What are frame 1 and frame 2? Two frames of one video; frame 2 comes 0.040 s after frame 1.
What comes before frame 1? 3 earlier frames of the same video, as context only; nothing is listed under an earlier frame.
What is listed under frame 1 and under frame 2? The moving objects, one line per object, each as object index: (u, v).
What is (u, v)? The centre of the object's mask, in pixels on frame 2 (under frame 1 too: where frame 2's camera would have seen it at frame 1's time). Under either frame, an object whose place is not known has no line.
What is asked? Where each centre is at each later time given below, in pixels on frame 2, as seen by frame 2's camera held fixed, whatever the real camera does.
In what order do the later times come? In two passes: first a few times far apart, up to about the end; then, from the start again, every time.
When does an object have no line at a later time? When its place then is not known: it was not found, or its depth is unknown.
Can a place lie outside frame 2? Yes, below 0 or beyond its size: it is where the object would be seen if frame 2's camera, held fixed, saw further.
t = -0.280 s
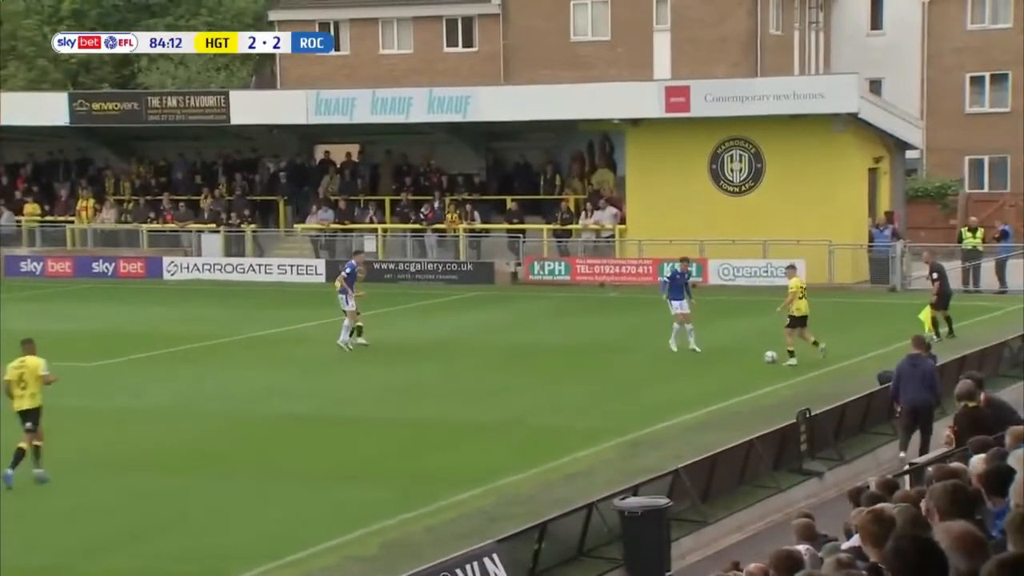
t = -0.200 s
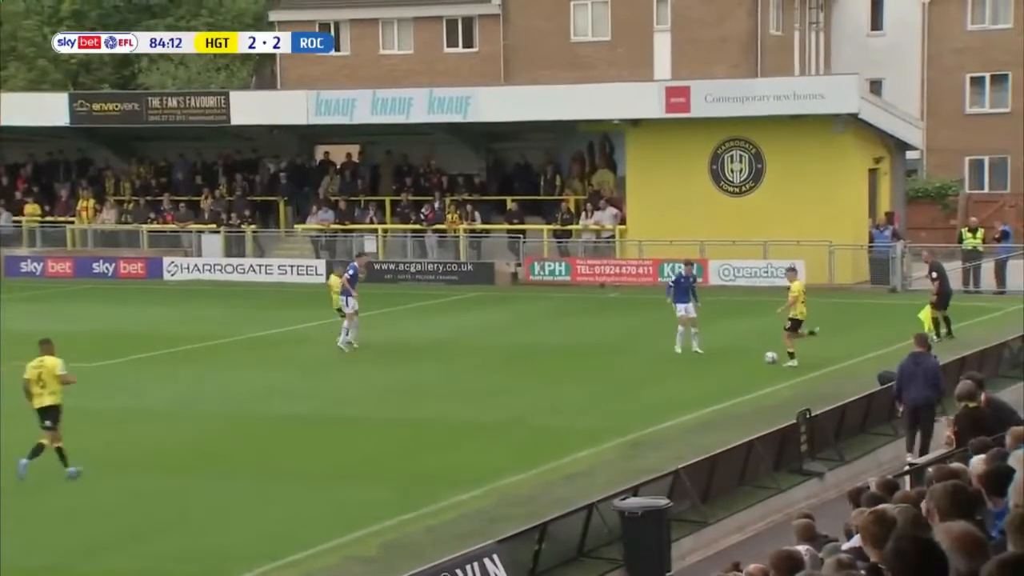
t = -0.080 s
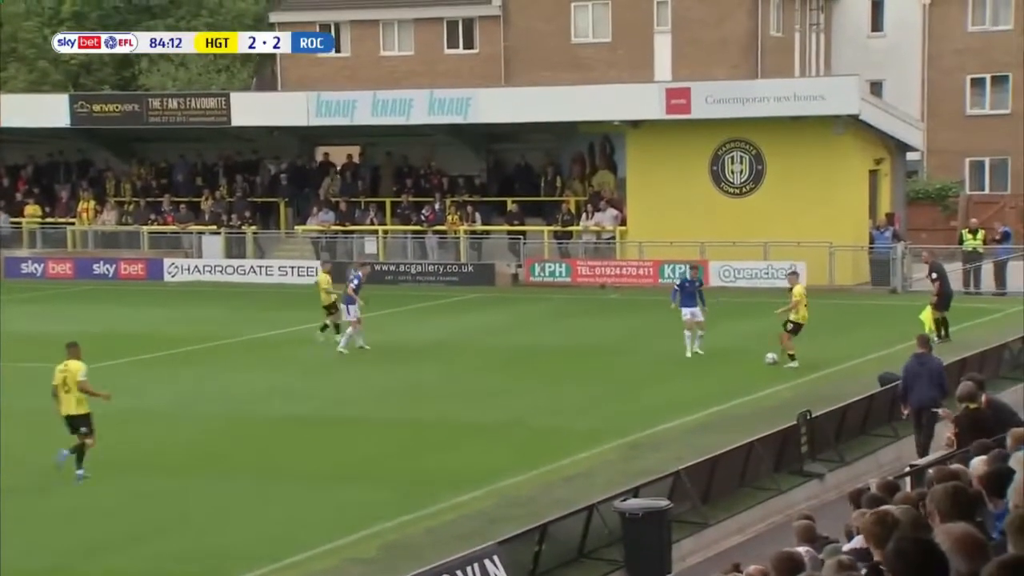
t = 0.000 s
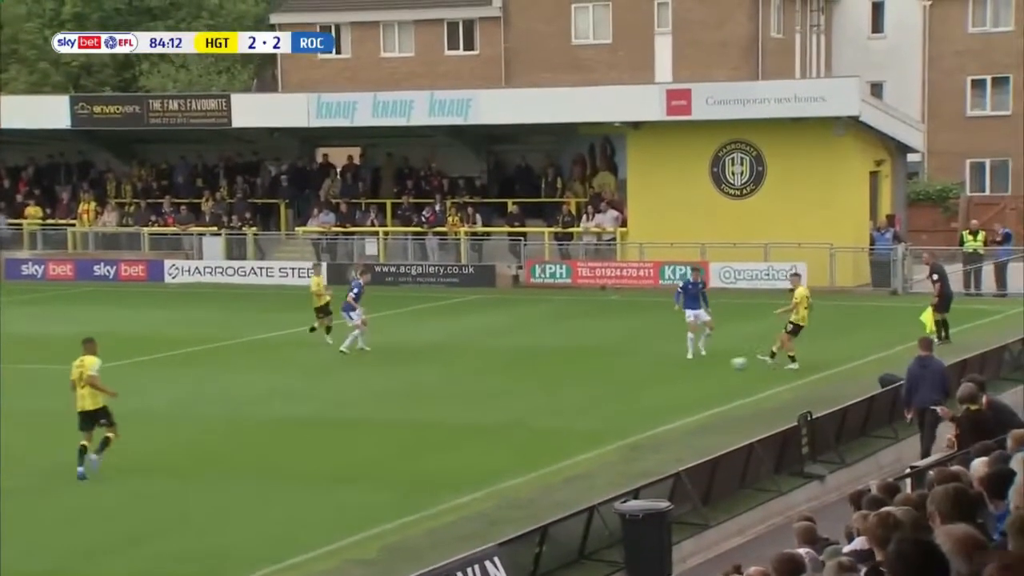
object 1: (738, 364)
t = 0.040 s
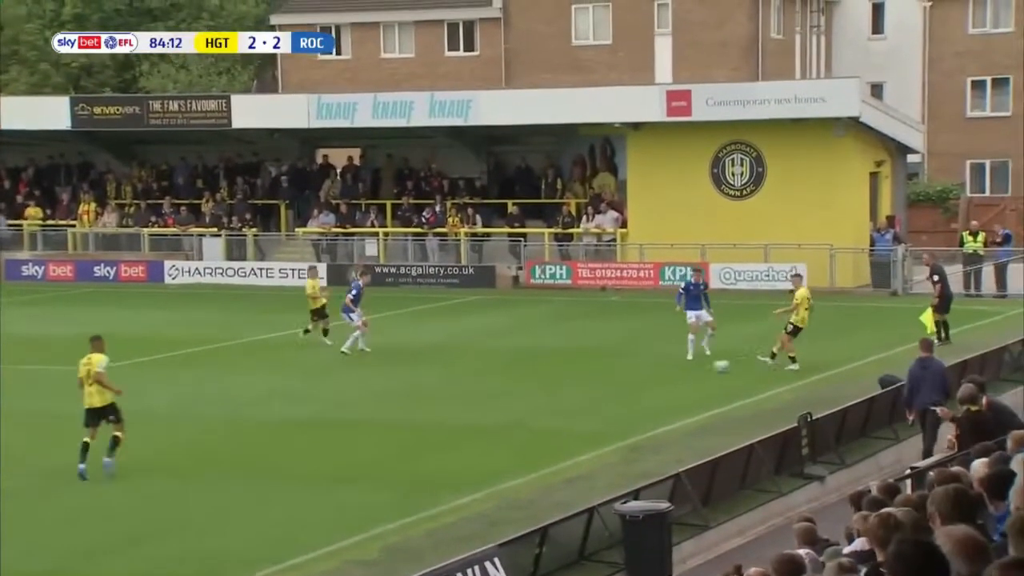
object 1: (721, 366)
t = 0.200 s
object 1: (652, 374)
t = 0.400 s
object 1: (572, 385)
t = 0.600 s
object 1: (499, 395)
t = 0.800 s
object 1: (433, 404)
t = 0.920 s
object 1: (396, 409)
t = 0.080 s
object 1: (703, 368)
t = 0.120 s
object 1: (685, 371)
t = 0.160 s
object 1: (668, 373)
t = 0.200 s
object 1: (652, 374)
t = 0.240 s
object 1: (636, 377)
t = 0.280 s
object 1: (619, 379)
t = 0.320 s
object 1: (604, 381)
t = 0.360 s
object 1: (588, 383)
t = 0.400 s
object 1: (572, 385)
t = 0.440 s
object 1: (558, 387)
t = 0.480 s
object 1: (543, 389)
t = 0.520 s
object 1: (528, 391)
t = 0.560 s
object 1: (514, 393)
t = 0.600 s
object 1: (499, 395)
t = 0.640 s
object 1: (485, 397)
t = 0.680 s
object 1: (471, 399)
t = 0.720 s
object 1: (458, 400)
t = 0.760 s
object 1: (445, 402)
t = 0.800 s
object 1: (433, 404)
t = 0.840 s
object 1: (420, 406)
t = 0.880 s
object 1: (408, 408)
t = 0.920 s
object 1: (396, 409)
